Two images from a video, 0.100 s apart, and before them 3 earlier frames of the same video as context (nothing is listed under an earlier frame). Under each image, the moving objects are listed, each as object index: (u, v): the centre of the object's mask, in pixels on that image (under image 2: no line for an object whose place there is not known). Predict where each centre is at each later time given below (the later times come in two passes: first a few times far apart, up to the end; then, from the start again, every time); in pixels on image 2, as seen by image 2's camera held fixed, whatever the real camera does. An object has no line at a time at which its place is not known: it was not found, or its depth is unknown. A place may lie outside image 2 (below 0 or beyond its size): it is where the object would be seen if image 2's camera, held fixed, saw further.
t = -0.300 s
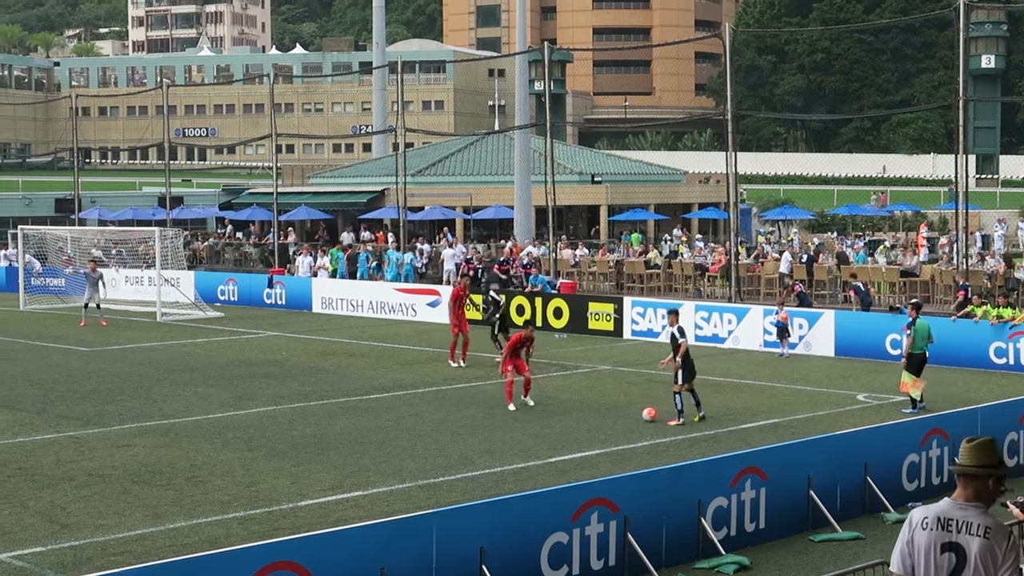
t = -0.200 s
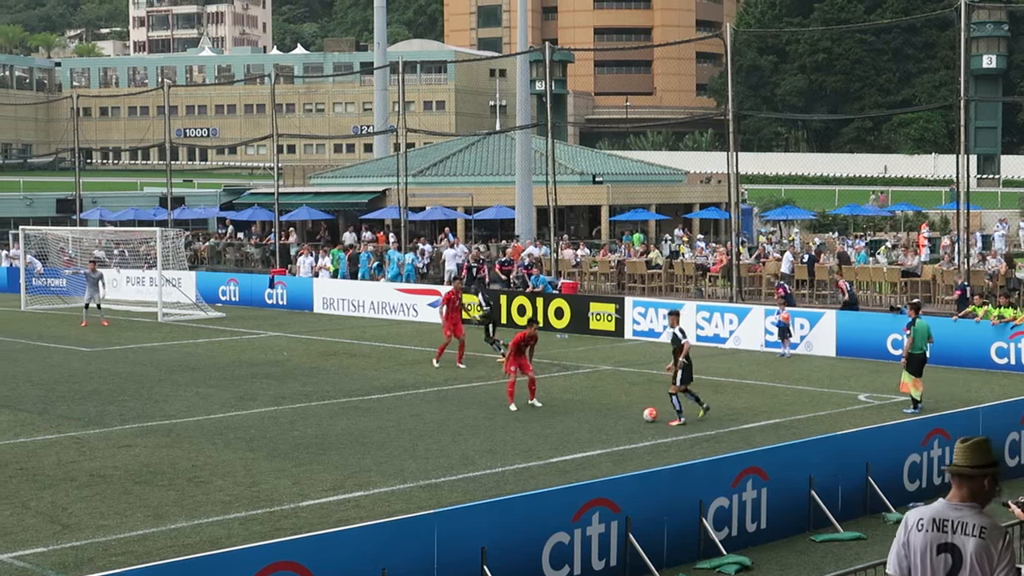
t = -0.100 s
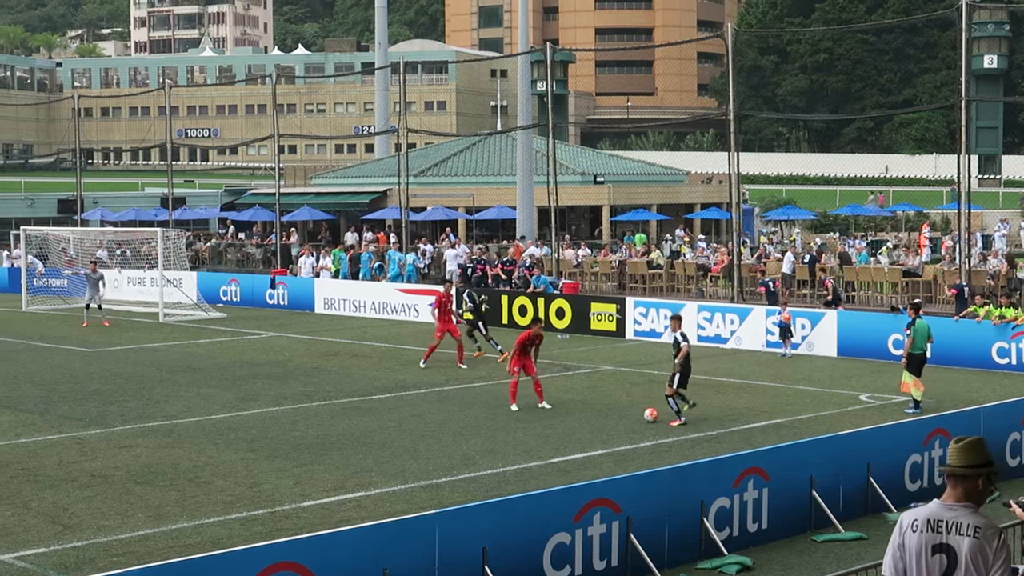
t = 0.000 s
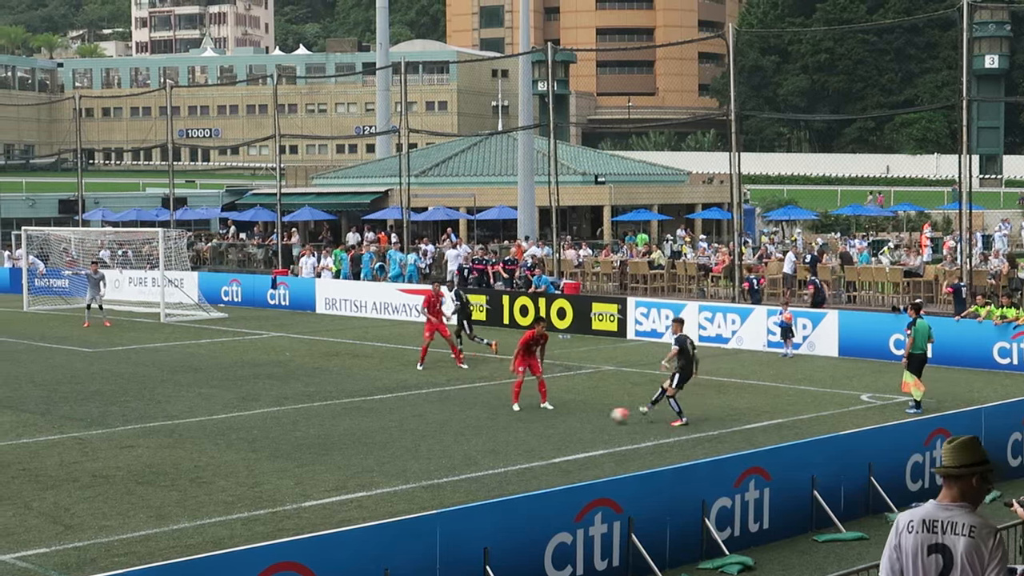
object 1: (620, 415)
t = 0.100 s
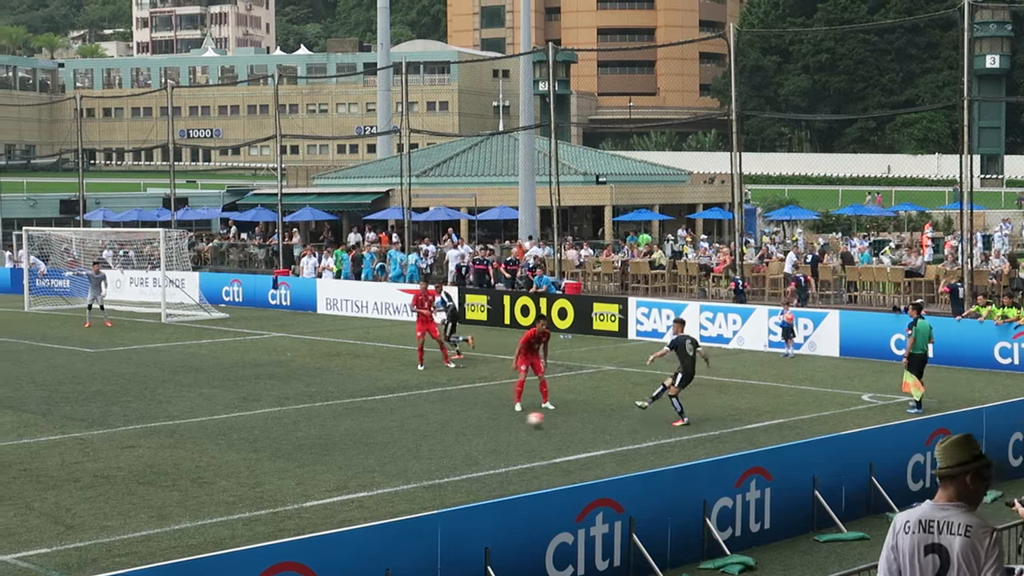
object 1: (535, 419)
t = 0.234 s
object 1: (428, 425)
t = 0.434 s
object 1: (286, 432)
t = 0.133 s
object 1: (507, 422)
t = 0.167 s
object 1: (479, 424)
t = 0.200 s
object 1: (454, 424)
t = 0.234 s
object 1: (428, 425)
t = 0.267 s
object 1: (401, 427)
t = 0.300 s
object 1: (377, 430)
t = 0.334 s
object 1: (352, 433)
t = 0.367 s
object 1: (329, 431)
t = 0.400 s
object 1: (308, 431)
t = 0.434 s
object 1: (286, 432)
